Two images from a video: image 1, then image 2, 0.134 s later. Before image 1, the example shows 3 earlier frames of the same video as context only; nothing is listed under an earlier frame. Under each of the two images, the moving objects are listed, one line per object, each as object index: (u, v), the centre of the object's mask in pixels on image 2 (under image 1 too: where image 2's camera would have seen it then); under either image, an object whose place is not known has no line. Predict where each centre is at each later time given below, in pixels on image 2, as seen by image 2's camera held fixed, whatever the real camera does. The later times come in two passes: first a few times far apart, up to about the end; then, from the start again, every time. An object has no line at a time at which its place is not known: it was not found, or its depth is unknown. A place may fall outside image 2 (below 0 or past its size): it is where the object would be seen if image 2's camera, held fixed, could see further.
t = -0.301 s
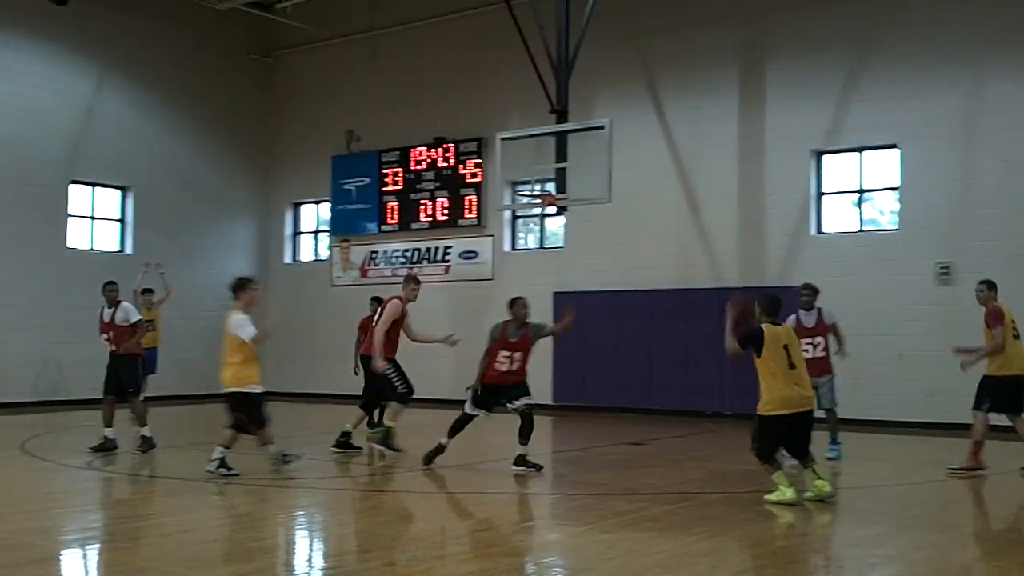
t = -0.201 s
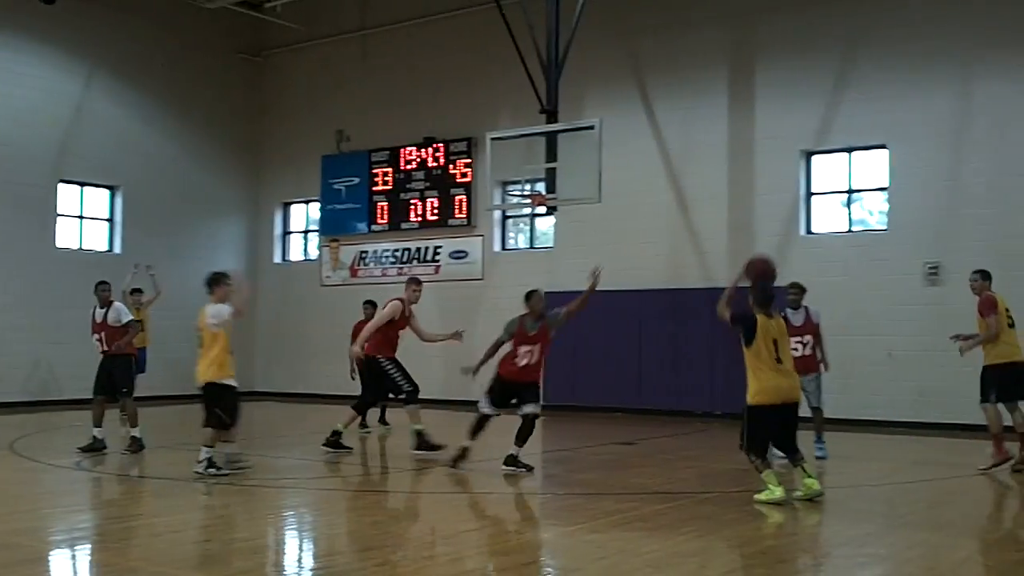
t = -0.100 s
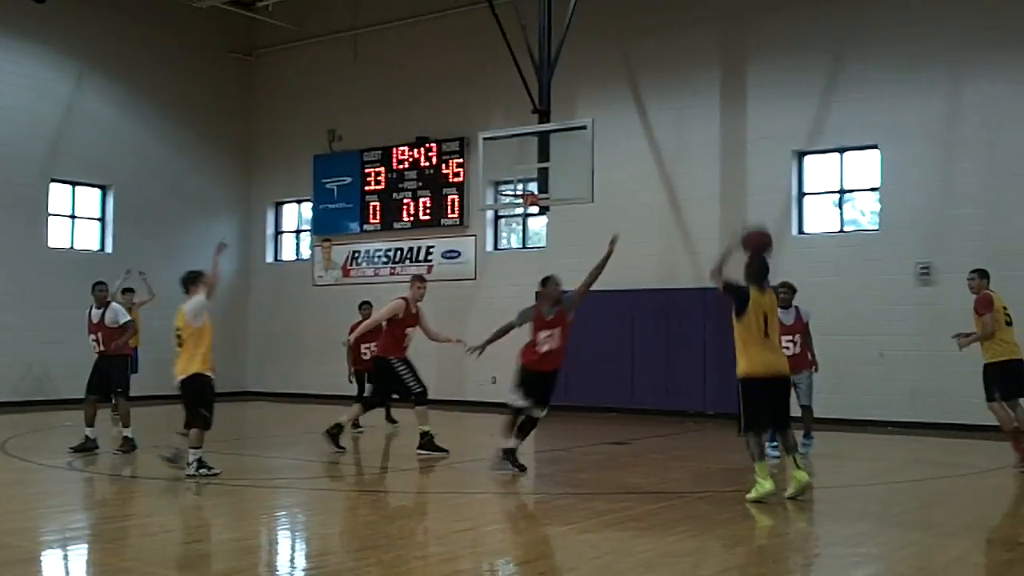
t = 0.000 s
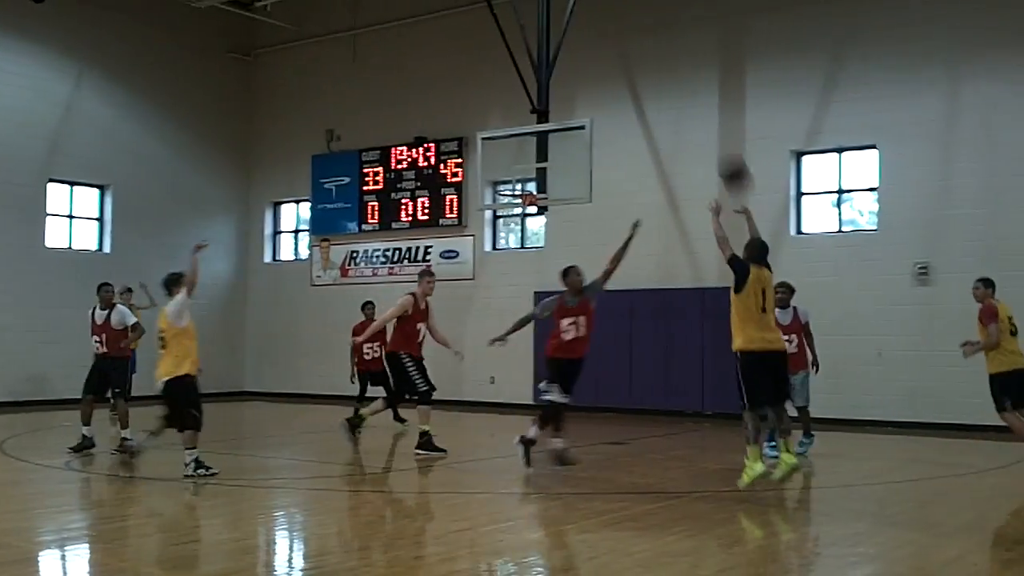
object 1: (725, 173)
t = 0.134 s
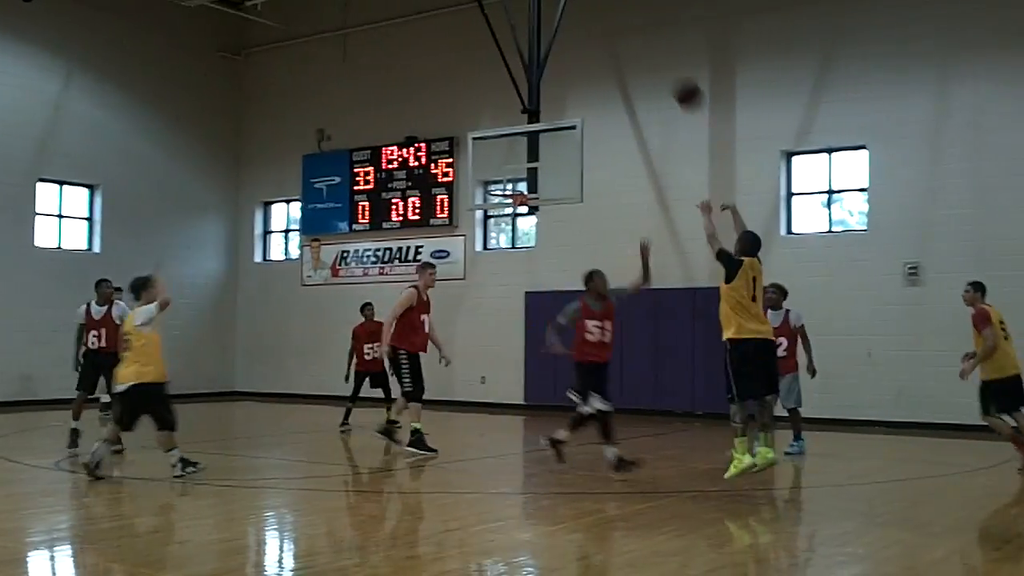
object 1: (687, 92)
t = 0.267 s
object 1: (656, 44)
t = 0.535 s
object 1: (603, 10)
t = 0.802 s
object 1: (561, 42)
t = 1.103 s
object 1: (520, 139)
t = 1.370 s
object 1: (499, 225)
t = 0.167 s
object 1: (679, 77)
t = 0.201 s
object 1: (671, 65)
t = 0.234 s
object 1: (663, 53)
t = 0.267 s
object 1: (656, 44)
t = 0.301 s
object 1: (649, 35)
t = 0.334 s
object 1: (641, 27)
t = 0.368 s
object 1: (635, 21)
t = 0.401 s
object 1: (628, 17)
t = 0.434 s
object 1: (621, 13)
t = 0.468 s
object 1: (615, 11)
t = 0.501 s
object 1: (609, 10)
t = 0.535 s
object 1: (603, 10)
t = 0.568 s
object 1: (597, 11)
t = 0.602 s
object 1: (592, 12)
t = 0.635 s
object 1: (586, 15)
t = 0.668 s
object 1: (580, 18)
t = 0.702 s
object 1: (575, 23)
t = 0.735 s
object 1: (570, 29)
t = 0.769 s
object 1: (566, 36)
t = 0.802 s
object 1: (561, 42)
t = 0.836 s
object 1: (557, 50)
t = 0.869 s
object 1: (553, 60)
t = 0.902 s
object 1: (548, 69)
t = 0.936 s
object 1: (545, 79)
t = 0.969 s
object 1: (540, 88)
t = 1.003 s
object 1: (534, 100)
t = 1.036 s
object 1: (530, 112)
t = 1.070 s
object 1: (524, 124)
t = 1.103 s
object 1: (520, 139)
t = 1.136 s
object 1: (517, 151)
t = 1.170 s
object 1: (514, 164)
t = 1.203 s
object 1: (510, 177)
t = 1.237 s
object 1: (506, 195)
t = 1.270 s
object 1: (505, 208)
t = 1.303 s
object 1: (503, 213)
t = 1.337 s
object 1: (501, 220)
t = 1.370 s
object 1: (499, 225)
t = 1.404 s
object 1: (498, 232)
